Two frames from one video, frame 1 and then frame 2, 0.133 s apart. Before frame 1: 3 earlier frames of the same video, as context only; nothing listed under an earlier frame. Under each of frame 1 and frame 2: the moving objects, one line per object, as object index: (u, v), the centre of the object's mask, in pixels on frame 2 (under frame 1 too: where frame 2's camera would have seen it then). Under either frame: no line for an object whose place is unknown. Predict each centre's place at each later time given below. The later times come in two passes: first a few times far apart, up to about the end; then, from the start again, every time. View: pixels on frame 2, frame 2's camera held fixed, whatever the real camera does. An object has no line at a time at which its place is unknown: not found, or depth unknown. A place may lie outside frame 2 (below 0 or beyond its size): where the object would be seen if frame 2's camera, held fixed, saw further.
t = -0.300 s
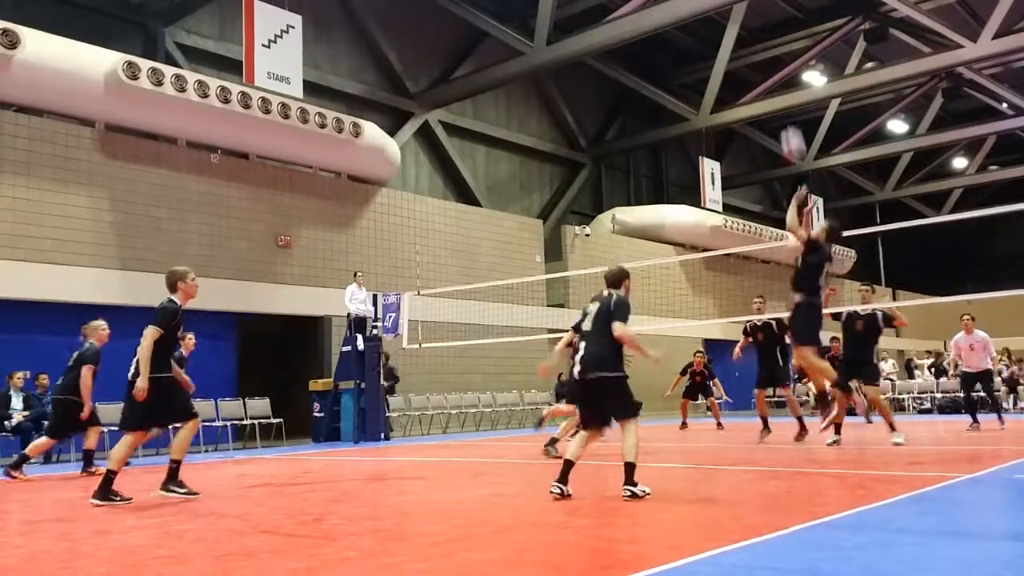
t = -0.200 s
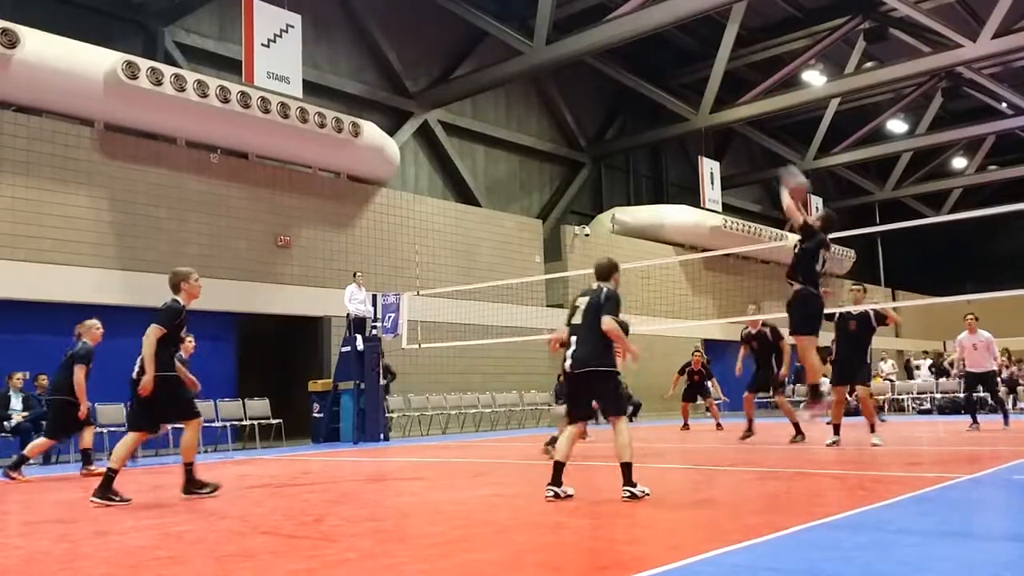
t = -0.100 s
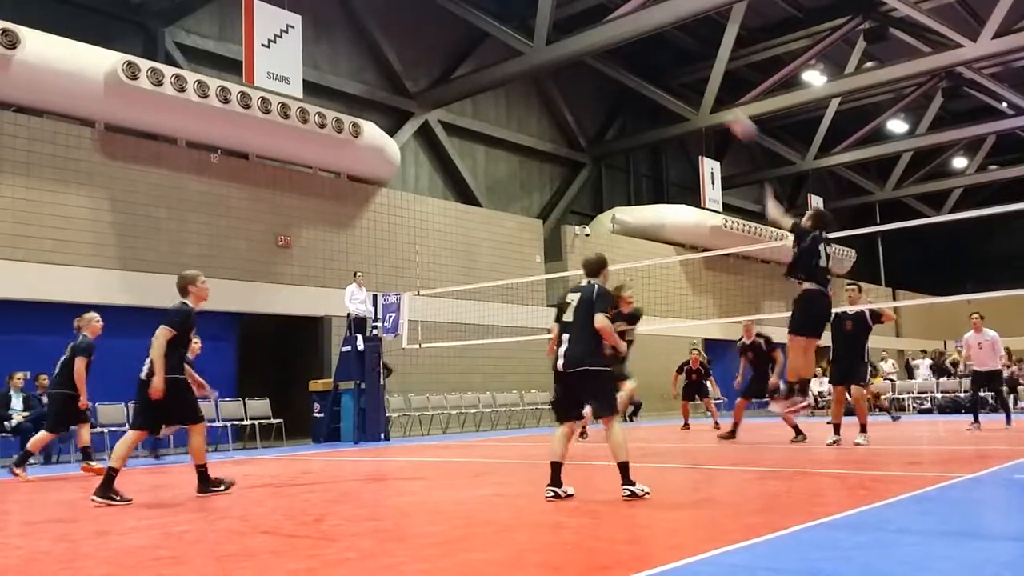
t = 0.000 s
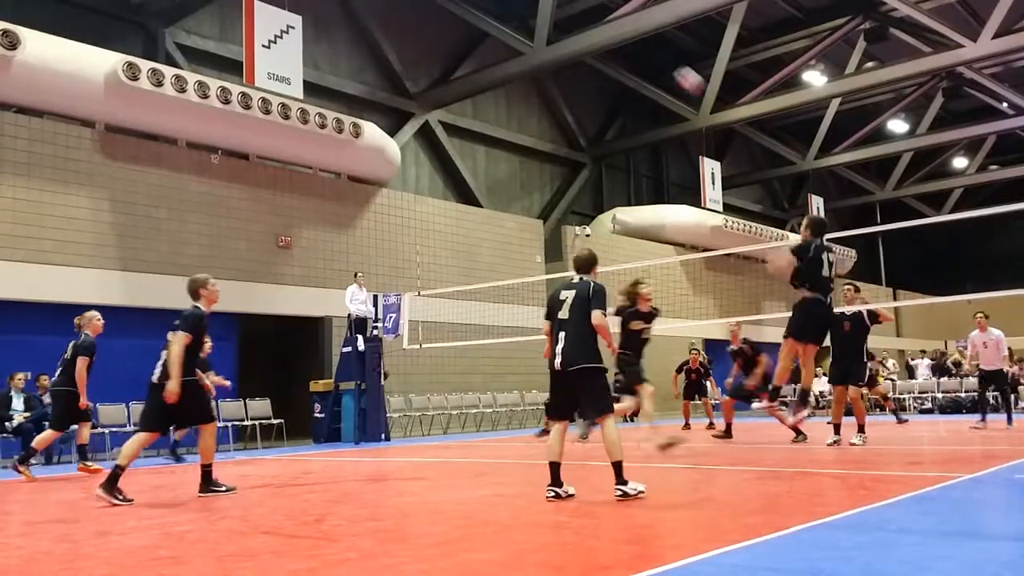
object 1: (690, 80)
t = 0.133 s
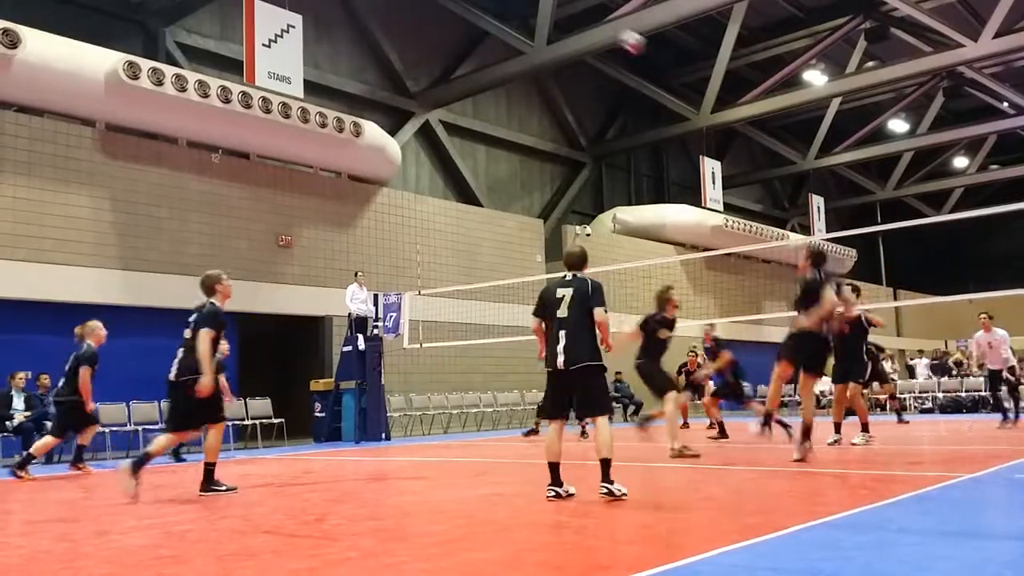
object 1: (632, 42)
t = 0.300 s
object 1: (571, 20)
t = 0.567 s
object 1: (491, 32)
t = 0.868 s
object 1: (422, 98)
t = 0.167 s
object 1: (619, 34)
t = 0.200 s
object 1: (605, 28)
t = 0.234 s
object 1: (592, 24)
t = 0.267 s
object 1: (581, 22)
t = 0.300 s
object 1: (571, 20)
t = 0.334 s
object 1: (560, 19)
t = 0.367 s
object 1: (549, 17)
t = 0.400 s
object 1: (539, 18)
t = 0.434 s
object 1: (528, 20)
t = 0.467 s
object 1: (519, 21)
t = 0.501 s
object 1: (510, 24)
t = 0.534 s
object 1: (501, 27)
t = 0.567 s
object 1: (491, 32)
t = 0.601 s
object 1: (483, 37)
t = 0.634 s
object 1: (474, 43)
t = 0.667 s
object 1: (466, 49)
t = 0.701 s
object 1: (458, 56)
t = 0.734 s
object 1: (450, 64)
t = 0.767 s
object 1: (443, 71)
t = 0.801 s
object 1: (436, 80)
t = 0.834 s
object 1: (429, 89)
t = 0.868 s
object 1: (422, 98)
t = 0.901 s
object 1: (415, 108)
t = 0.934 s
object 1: (408, 118)
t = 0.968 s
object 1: (400, 129)
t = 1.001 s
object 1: (397, 139)
